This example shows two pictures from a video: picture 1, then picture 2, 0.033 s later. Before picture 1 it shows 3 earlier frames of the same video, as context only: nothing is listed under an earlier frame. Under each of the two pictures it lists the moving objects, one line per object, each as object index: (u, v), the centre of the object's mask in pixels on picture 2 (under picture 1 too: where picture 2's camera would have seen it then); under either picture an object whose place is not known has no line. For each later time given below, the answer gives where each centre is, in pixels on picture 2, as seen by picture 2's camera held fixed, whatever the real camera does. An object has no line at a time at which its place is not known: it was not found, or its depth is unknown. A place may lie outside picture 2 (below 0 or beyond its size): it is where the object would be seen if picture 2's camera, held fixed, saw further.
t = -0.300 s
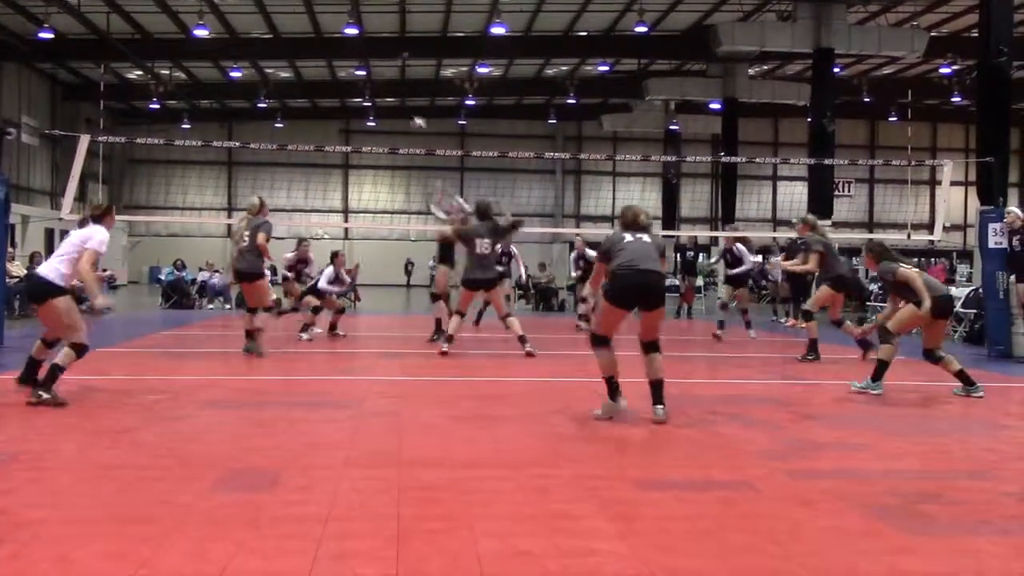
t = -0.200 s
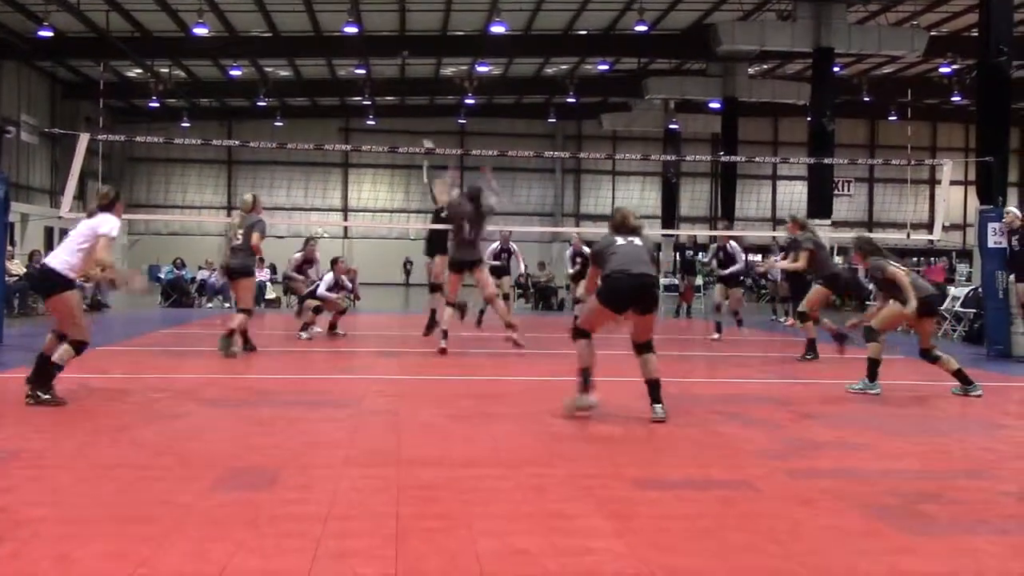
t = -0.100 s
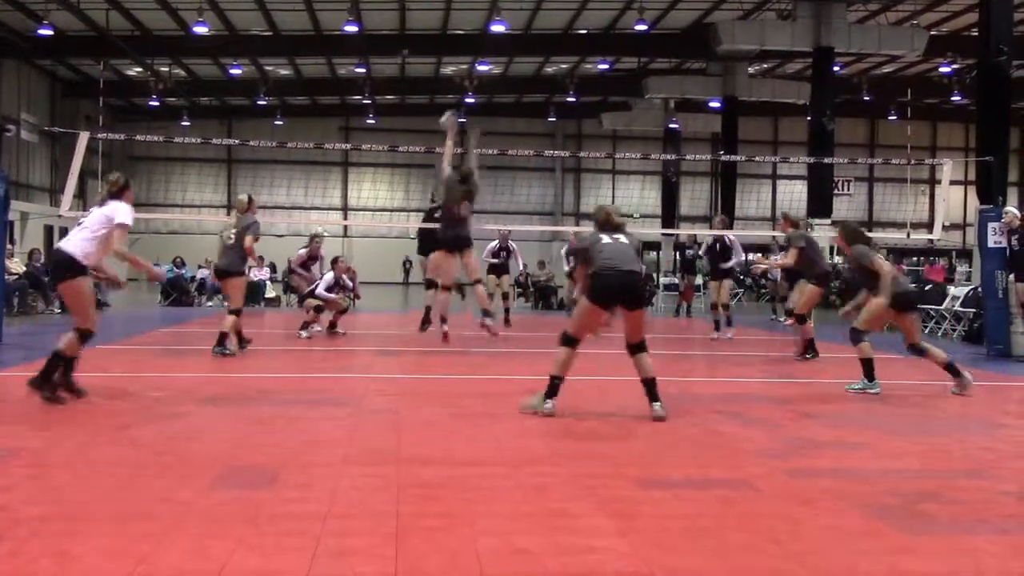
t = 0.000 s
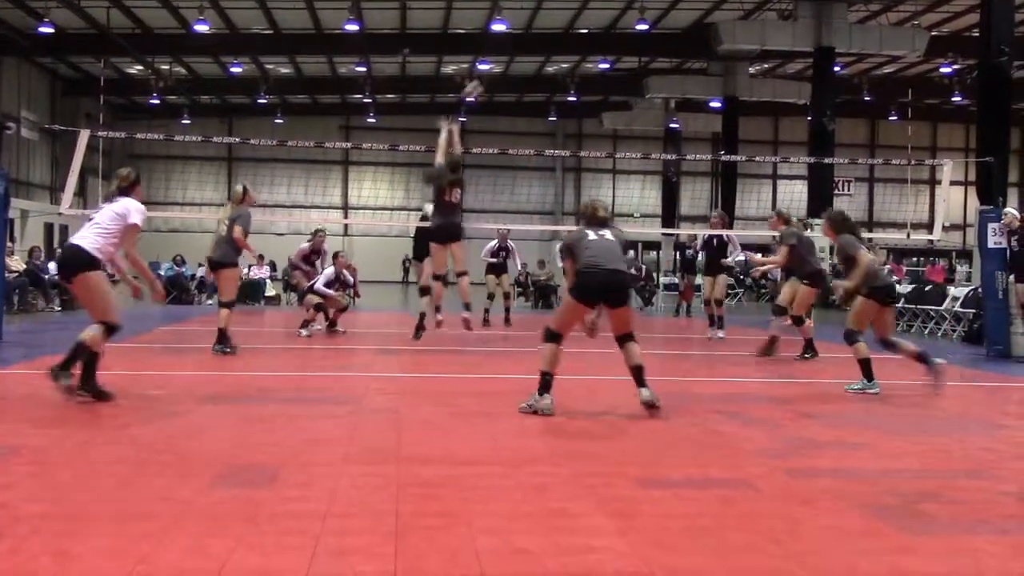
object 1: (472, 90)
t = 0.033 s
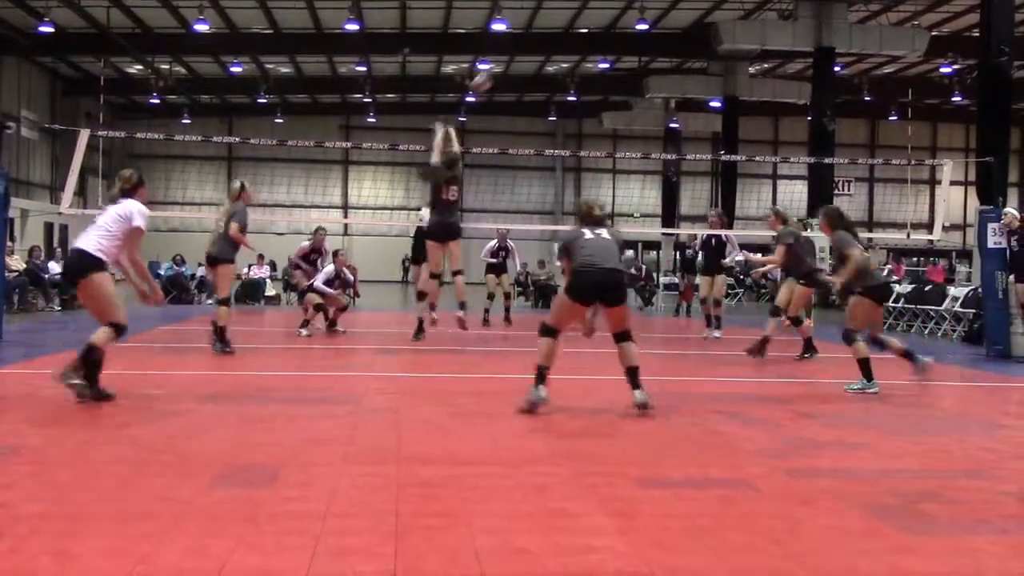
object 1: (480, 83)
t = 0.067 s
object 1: (488, 78)
